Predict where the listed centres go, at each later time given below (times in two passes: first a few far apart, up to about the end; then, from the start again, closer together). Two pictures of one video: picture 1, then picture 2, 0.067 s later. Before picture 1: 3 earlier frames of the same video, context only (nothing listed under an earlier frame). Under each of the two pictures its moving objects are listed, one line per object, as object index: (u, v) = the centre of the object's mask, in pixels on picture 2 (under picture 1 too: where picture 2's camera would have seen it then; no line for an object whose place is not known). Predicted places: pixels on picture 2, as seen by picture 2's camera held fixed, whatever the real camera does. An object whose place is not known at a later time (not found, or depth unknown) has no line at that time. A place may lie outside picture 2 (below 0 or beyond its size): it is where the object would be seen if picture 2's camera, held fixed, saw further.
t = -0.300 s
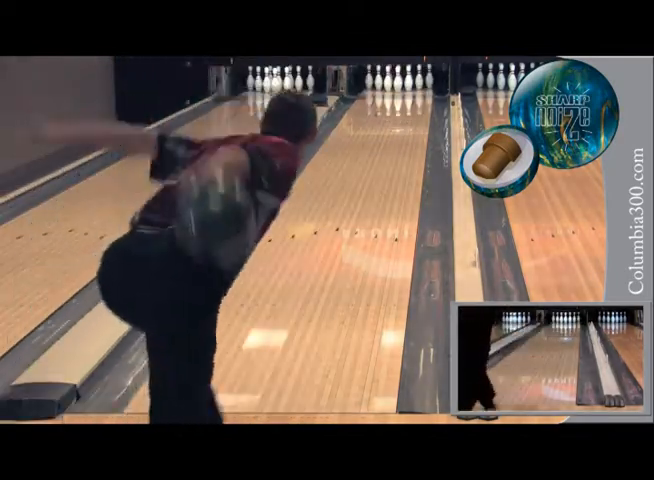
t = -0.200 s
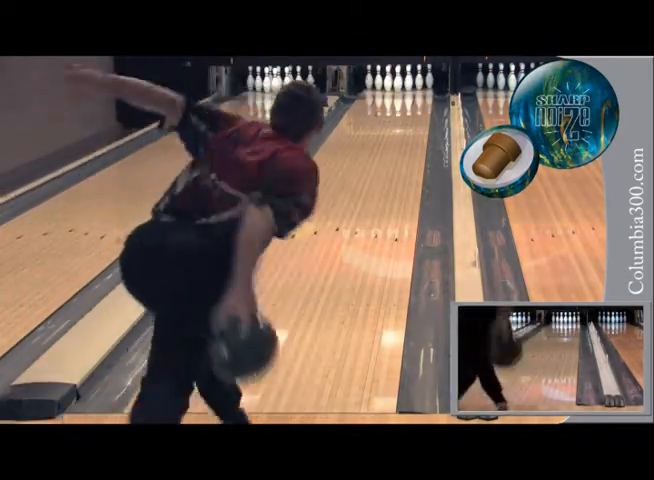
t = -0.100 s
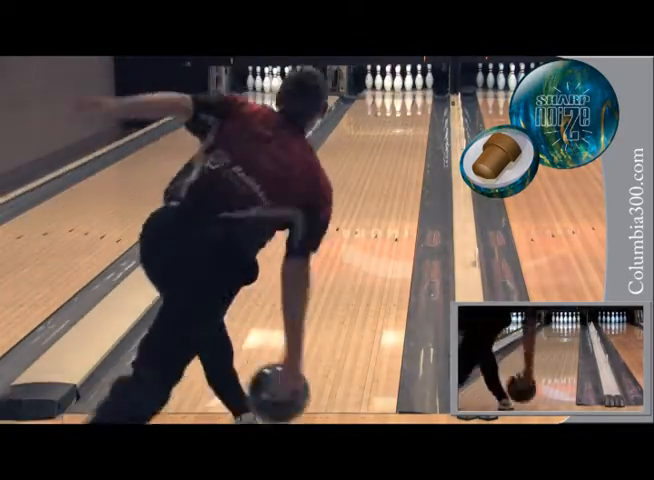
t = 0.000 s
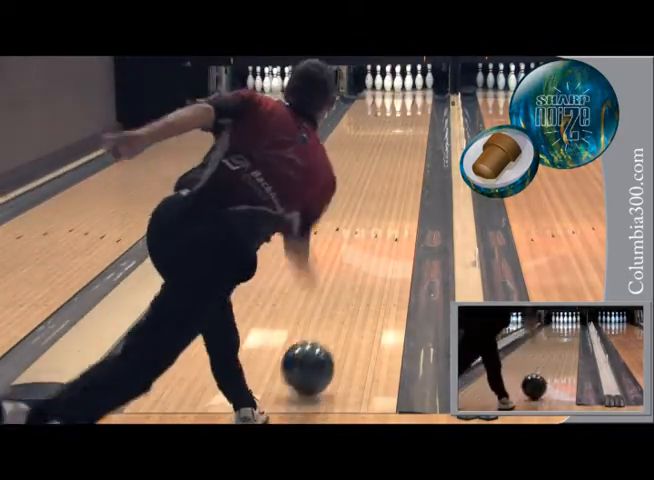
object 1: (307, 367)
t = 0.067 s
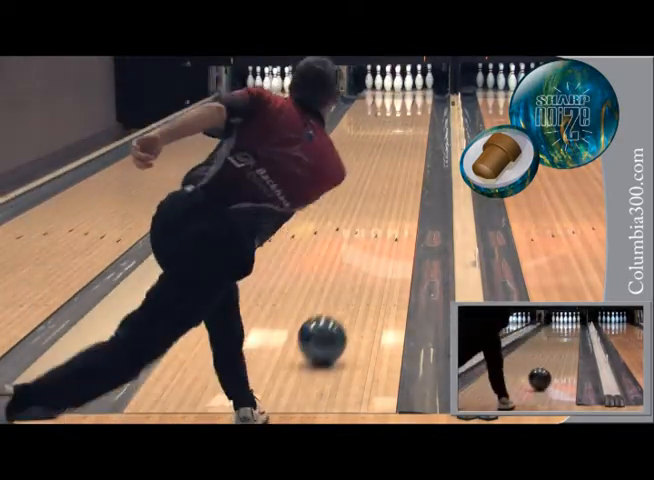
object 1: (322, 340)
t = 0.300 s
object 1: (357, 262)
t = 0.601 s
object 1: (388, 201)
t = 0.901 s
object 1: (400, 162)
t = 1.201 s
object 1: (409, 135)
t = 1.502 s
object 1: (414, 116)
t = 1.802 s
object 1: (412, 101)
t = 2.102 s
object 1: (405, 90)
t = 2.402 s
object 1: (395, 83)
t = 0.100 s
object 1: (328, 326)
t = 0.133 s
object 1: (334, 313)
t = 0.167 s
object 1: (339, 302)
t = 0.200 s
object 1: (344, 291)
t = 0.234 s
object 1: (349, 280)
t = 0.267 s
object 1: (353, 271)
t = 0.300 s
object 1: (357, 262)
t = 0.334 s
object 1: (361, 254)
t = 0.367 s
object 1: (365, 246)
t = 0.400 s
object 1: (368, 238)
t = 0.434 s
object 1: (371, 231)
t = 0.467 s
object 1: (374, 224)
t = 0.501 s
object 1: (377, 218)
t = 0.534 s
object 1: (379, 213)
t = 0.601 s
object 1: (388, 201)
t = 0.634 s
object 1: (387, 196)
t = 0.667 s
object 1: (389, 191)
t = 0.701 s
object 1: (390, 186)
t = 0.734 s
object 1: (392, 182)
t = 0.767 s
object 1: (394, 177)
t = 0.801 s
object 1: (396, 173)
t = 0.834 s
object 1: (397, 169)
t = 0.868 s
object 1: (398, 166)
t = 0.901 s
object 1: (400, 162)
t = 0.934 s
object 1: (401, 158)
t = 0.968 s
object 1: (402, 155)
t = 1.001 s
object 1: (404, 152)
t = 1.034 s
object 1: (405, 149)
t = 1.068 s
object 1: (406, 146)
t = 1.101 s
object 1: (407, 143)
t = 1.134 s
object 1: (408, 141)
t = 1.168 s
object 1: (408, 138)
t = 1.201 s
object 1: (409, 135)
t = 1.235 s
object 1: (410, 133)
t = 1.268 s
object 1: (410, 130)
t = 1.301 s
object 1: (411, 128)
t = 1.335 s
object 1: (412, 126)
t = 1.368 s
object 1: (413, 124)
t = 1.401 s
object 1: (413, 122)
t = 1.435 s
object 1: (413, 120)
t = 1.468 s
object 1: (414, 118)
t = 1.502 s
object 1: (414, 116)
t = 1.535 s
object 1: (414, 114)
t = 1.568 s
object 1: (414, 112)
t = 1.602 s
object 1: (414, 111)
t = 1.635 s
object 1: (414, 109)
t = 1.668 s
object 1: (414, 107)
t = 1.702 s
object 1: (414, 105)
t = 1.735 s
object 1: (414, 104)
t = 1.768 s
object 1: (413, 103)
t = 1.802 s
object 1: (412, 101)
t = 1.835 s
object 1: (412, 100)
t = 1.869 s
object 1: (411, 99)
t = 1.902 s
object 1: (411, 98)
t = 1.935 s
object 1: (410, 97)
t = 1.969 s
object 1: (409, 95)
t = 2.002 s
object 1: (408, 94)
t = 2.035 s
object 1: (408, 93)
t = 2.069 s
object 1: (406, 92)
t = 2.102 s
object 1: (405, 90)
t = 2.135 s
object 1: (403, 90)
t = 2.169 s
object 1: (403, 88)
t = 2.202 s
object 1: (402, 88)
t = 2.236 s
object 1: (400, 86)
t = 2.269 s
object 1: (399, 85)
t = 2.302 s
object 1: (399, 84)
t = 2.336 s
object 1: (399, 84)
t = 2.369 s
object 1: (397, 83)
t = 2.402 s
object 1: (395, 83)
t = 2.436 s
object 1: (393, 82)
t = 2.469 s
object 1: (392, 82)
